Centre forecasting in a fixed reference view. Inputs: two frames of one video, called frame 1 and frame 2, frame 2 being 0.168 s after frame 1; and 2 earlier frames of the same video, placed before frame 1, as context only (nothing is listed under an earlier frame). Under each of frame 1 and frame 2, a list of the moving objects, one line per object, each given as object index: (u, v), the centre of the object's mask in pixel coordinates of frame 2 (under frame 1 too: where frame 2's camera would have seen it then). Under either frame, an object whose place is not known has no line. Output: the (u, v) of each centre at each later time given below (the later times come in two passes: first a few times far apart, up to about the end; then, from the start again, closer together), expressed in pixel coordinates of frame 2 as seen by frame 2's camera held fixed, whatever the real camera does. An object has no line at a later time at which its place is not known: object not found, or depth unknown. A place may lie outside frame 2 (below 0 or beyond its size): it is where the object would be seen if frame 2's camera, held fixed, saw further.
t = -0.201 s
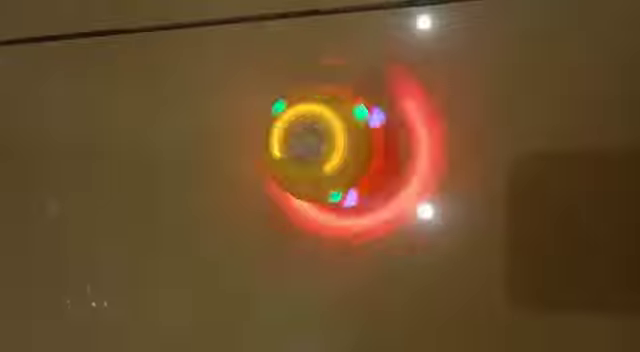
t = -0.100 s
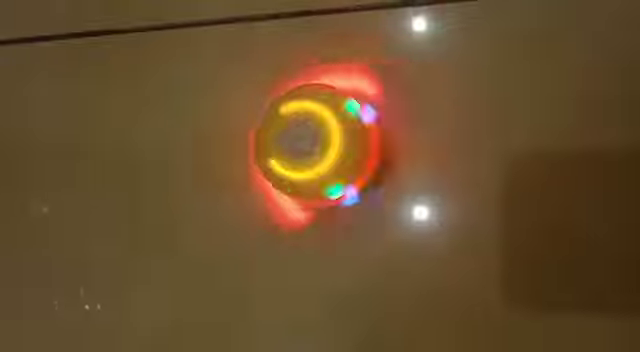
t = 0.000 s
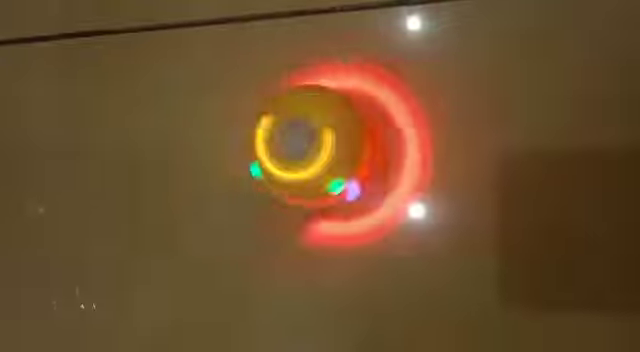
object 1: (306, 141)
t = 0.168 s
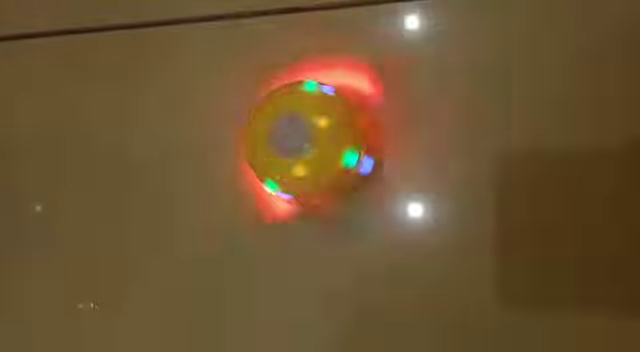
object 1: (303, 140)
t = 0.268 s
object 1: (301, 139)
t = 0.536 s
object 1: (292, 146)
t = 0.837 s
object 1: (290, 139)
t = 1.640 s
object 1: (295, 141)
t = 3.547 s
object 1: (323, 140)
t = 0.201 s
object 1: (302, 141)
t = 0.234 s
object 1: (302, 142)
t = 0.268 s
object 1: (301, 139)
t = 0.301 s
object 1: (301, 141)
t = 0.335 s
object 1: (299, 145)
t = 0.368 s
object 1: (303, 146)
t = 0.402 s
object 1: (300, 143)
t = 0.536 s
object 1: (292, 146)
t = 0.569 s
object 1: (299, 147)
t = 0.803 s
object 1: (286, 139)
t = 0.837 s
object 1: (290, 139)
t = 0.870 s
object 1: (291, 143)
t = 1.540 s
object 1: (305, 143)
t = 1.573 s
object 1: (296, 142)
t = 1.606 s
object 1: (301, 139)
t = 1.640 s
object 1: (295, 141)
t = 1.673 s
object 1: (296, 138)
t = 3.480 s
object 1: (326, 139)
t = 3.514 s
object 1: (322, 137)
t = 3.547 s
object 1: (323, 140)
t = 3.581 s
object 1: (322, 136)
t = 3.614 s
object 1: (326, 137)
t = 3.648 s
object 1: (323, 137)
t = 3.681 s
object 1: (323, 135)
